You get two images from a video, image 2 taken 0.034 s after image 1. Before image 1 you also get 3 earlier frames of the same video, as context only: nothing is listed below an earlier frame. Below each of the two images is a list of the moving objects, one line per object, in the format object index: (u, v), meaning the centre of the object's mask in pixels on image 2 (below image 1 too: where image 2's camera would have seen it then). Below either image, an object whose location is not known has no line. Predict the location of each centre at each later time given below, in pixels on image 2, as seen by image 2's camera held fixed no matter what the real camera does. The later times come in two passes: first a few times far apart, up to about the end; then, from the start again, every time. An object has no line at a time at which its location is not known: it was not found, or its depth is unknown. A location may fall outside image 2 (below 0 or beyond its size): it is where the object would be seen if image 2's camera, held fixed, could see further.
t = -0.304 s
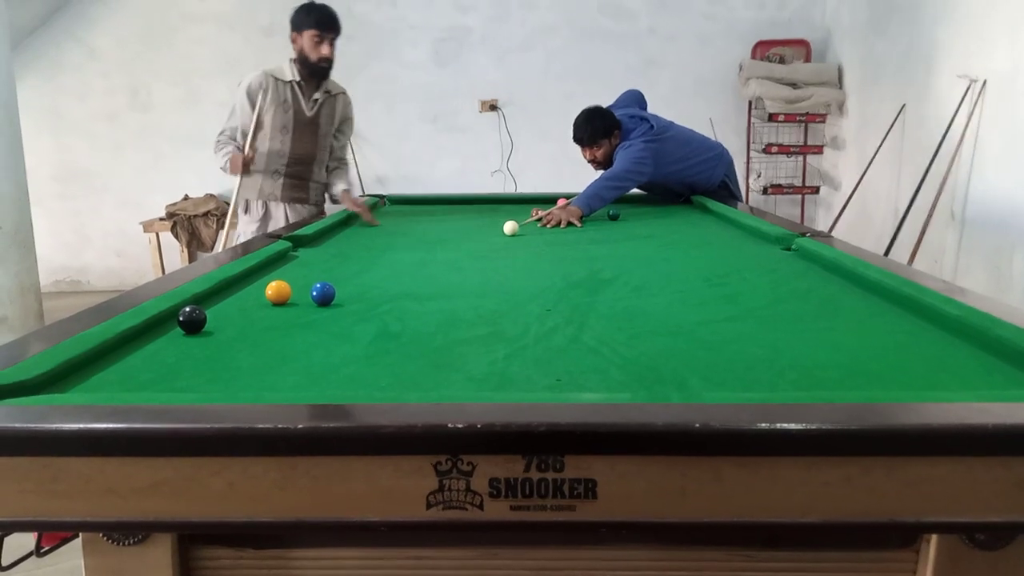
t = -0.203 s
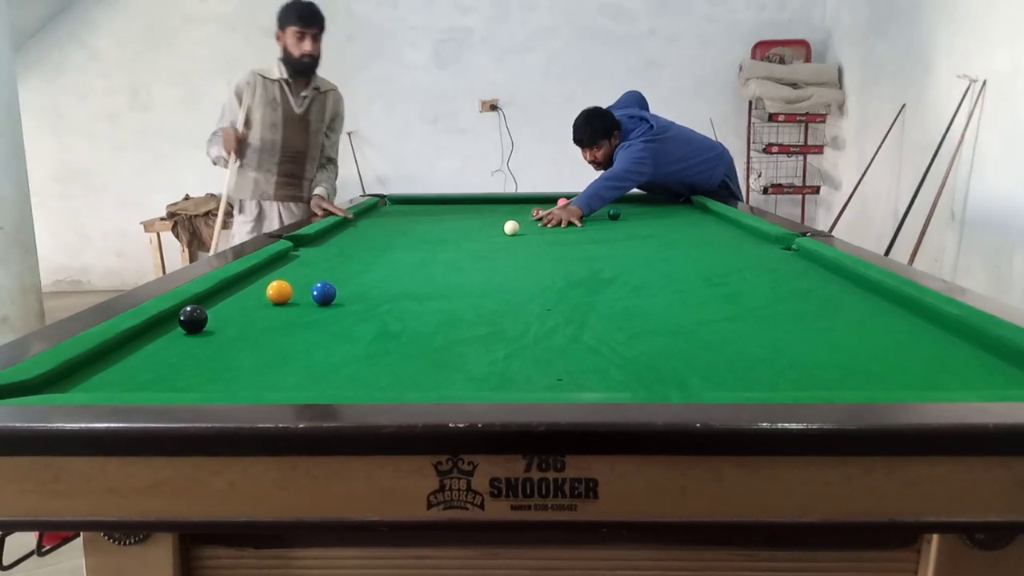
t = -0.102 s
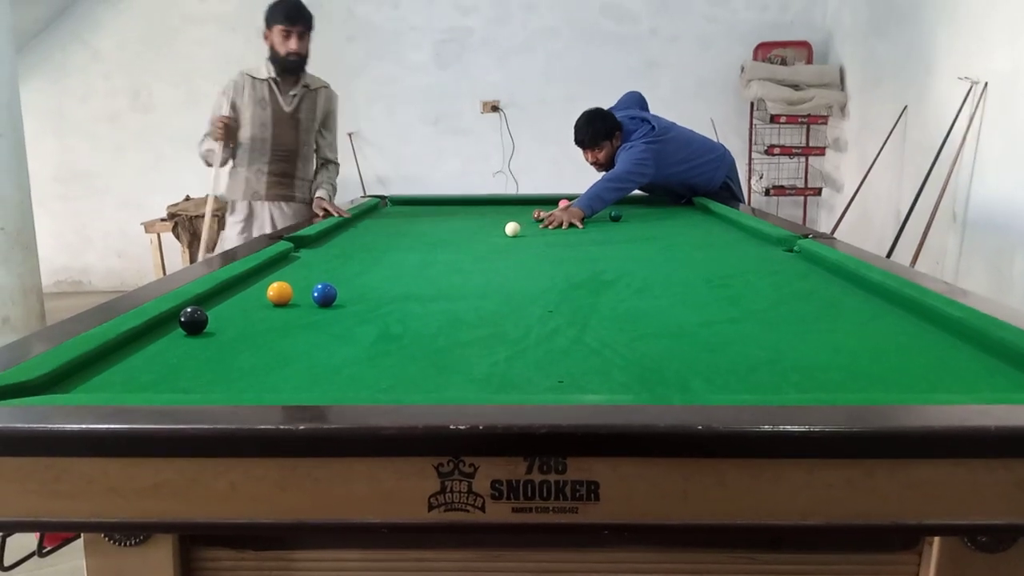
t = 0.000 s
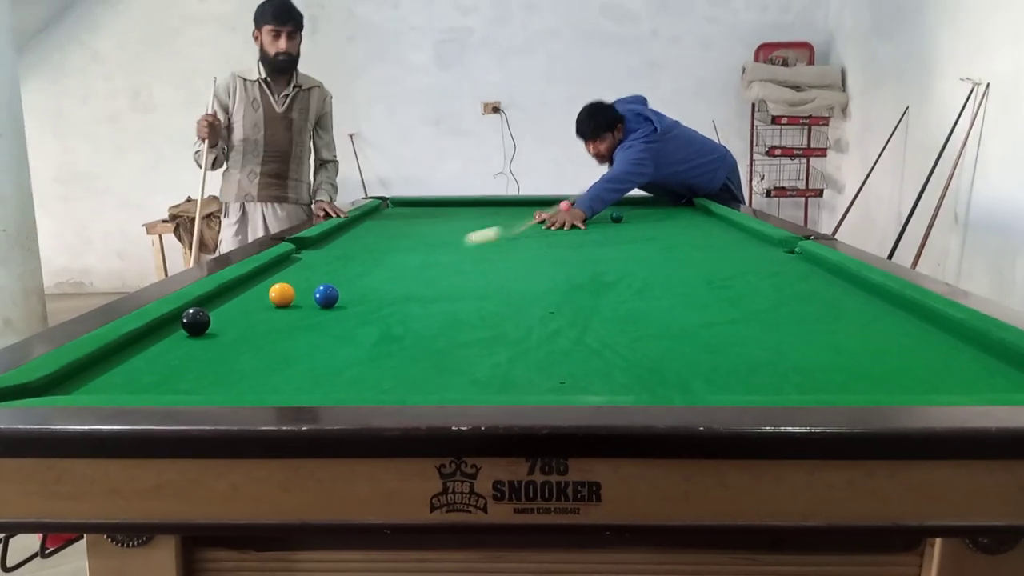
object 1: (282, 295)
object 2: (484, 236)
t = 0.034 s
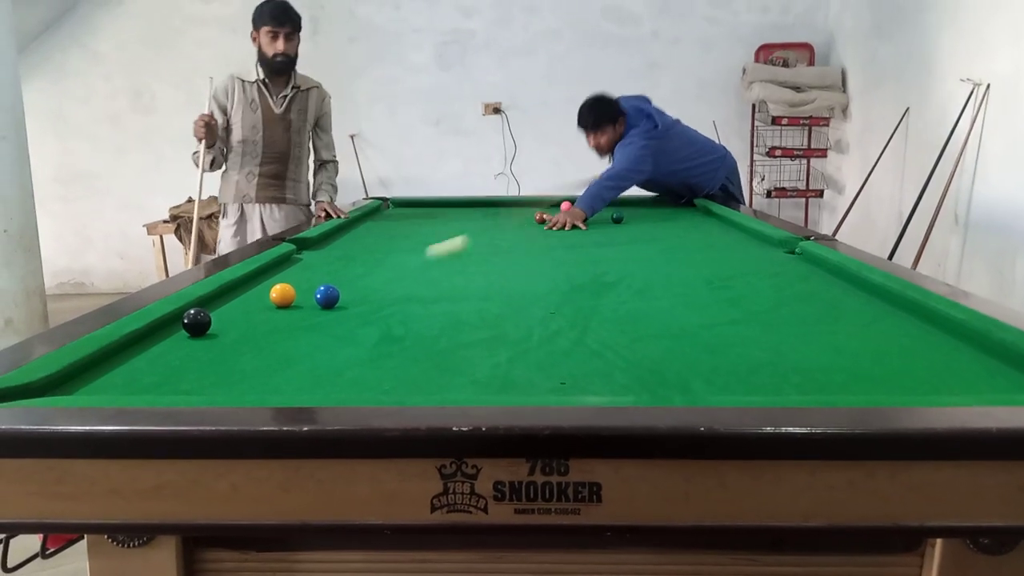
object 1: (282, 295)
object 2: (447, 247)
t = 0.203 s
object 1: (184, 340)
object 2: (235, 291)
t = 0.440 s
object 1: (356, 381)
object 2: (356, 285)
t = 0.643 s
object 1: (706, 377)
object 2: (460, 280)
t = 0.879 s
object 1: (1000, 373)
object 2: (571, 275)
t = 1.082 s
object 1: (777, 381)
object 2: (659, 271)
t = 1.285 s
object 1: (559, 386)
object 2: (744, 267)
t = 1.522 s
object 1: (313, 387)
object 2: (808, 263)
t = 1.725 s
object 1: (126, 384)
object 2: (750, 261)
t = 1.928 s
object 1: (129, 385)
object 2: (696, 259)
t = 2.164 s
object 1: (277, 389)
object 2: (639, 257)
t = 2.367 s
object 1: (399, 387)
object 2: (594, 256)
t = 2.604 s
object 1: (533, 385)
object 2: (545, 254)
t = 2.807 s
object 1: (643, 383)
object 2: (506, 253)
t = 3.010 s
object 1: (748, 382)
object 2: (469, 252)
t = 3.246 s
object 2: (431, 250)
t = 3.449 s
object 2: (400, 249)
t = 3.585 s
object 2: (381, 248)
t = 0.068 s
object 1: (282, 295)
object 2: (405, 258)
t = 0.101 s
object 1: (282, 295)
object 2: (353, 272)
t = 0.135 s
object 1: (281, 295)
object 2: (305, 281)
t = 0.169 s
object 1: (239, 314)
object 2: (261, 288)
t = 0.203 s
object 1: (184, 340)
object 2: (235, 291)
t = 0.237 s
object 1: (112, 373)
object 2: (242, 290)
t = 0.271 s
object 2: (263, 290)
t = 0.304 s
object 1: (83, 384)
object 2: (282, 289)
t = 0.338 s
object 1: (157, 383)
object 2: (301, 288)
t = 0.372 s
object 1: (226, 383)
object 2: (317, 284)
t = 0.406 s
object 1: (293, 382)
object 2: (341, 284)
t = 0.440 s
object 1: (356, 381)
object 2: (356, 285)
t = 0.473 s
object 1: (416, 380)
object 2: (374, 285)
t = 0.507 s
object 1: (475, 379)
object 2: (392, 284)
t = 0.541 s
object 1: (533, 379)
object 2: (409, 283)
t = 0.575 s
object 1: (591, 378)
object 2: (426, 282)
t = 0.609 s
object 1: (649, 378)
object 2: (443, 281)
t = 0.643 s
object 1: (706, 377)
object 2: (460, 280)
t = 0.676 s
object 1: (764, 377)
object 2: (476, 280)
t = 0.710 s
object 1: (821, 376)
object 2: (492, 279)
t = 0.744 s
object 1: (878, 374)
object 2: (508, 278)
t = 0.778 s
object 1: (933, 374)
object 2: (524, 278)
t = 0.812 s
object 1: (989, 373)
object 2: (540, 277)
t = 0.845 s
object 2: (555, 276)
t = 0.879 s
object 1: (1000, 373)
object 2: (571, 275)
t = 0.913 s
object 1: (961, 375)
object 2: (586, 274)
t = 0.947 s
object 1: (921, 376)
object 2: (601, 274)
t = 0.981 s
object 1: (884, 378)
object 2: (616, 273)
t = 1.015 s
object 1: (848, 379)
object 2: (630, 272)
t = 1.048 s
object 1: (812, 380)
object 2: (645, 271)
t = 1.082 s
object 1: (777, 381)
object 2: (659, 271)
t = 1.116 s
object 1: (741, 382)
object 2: (674, 270)
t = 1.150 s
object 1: (705, 383)
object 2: (688, 270)
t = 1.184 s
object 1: (669, 384)
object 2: (702, 269)
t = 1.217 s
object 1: (632, 385)
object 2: (716, 268)
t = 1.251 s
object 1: (595, 385)
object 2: (730, 268)
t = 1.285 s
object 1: (559, 386)
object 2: (744, 267)
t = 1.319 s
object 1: (521, 387)
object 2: (757, 266)
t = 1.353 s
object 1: (483, 388)
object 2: (770, 266)
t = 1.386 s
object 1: (447, 388)
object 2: (783, 265)
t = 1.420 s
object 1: (411, 388)
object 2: (797, 264)
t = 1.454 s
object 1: (379, 388)
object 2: (809, 264)
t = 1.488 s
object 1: (346, 388)
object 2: (818, 263)
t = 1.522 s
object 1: (313, 387)
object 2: (808, 263)
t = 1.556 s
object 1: (282, 387)
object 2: (798, 263)
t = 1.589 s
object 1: (250, 386)
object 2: (788, 262)
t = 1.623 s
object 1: (218, 386)
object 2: (778, 262)
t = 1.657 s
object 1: (187, 385)
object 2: (769, 262)
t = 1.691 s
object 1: (157, 385)
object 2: (759, 262)
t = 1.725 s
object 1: (126, 384)
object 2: (750, 261)
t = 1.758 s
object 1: (97, 384)
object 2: (741, 261)
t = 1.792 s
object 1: (67, 383)
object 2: (731, 261)
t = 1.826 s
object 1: (61, 383)
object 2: (723, 260)
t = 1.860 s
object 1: (85, 384)
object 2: (714, 260)
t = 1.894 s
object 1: (108, 384)
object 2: (705, 260)
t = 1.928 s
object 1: (129, 385)
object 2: (696, 259)
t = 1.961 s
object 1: (150, 386)
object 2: (688, 259)
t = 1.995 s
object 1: (171, 386)
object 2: (679, 259)
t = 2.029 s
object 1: (192, 387)
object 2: (671, 259)
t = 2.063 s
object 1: (213, 388)
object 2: (663, 258)
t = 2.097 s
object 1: (234, 388)
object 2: (655, 258)
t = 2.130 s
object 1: (255, 389)
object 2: (647, 258)
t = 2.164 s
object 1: (277, 389)
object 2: (639, 257)
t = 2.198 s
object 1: (298, 389)
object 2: (631, 257)
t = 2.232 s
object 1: (319, 388)
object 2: (623, 257)
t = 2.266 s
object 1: (339, 388)
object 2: (616, 257)
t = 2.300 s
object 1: (360, 387)
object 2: (608, 256)
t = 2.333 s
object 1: (379, 387)
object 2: (601, 256)
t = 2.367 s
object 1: (399, 387)
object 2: (594, 256)
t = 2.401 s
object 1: (419, 386)
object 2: (586, 256)
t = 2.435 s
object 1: (439, 386)
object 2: (579, 256)
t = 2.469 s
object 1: (458, 386)
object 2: (572, 255)
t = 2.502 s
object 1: (477, 386)
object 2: (565, 255)
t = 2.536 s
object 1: (496, 385)
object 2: (558, 255)
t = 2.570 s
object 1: (515, 385)
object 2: (551, 255)
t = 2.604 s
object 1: (533, 385)
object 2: (545, 254)
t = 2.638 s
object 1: (552, 384)
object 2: (538, 254)
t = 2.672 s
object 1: (570, 384)
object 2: (531, 254)
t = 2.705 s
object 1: (589, 384)
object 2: (525, 254)
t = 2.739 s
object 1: (607, 384)
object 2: (519, 253)
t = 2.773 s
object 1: (625, 384)
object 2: (512, 253)
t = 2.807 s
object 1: (643, 383)
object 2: (506, 253)
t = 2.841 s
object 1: (660, 383)
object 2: (500, 252)
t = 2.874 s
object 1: (678, 383)
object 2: (493, 252)
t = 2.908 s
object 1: (696, 382)
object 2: (487, 252)
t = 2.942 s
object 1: (713, 382)
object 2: (481, 252)
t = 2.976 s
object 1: (731, 382)
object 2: (476, 252)
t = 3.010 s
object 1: (748, 382)
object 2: (469, 252)
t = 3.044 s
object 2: (463, 251)
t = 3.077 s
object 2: (458, 251)
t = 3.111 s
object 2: (452, 251)
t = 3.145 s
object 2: (447, 250)
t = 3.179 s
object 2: (441, 250)
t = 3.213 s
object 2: (436, 250)
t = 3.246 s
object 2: (431, 250)
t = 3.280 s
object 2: (425, 249)
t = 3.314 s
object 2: (420, 249)
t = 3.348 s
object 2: (415, 249)
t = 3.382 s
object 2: (410, 249)
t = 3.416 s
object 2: (404, 249)
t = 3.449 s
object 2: (400, 249)
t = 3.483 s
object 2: (395, 249)
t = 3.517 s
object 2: (391, 248)
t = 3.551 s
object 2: (386, 248)
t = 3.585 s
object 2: (381, 248)
